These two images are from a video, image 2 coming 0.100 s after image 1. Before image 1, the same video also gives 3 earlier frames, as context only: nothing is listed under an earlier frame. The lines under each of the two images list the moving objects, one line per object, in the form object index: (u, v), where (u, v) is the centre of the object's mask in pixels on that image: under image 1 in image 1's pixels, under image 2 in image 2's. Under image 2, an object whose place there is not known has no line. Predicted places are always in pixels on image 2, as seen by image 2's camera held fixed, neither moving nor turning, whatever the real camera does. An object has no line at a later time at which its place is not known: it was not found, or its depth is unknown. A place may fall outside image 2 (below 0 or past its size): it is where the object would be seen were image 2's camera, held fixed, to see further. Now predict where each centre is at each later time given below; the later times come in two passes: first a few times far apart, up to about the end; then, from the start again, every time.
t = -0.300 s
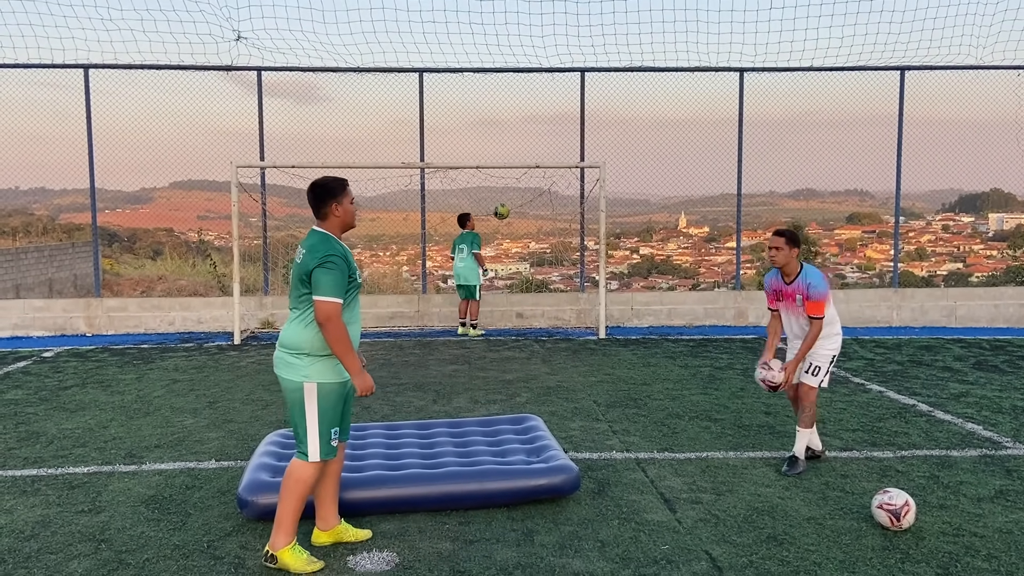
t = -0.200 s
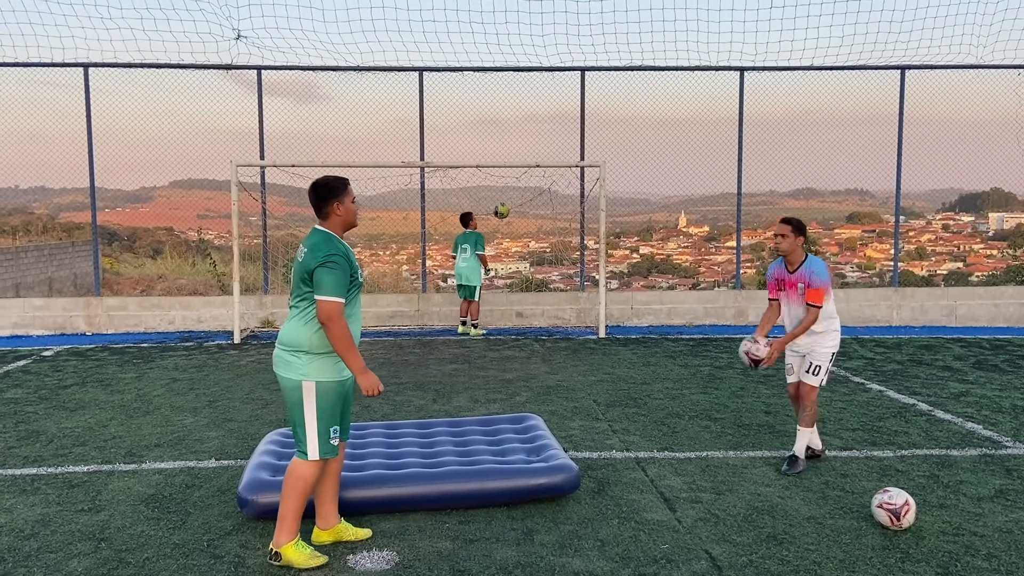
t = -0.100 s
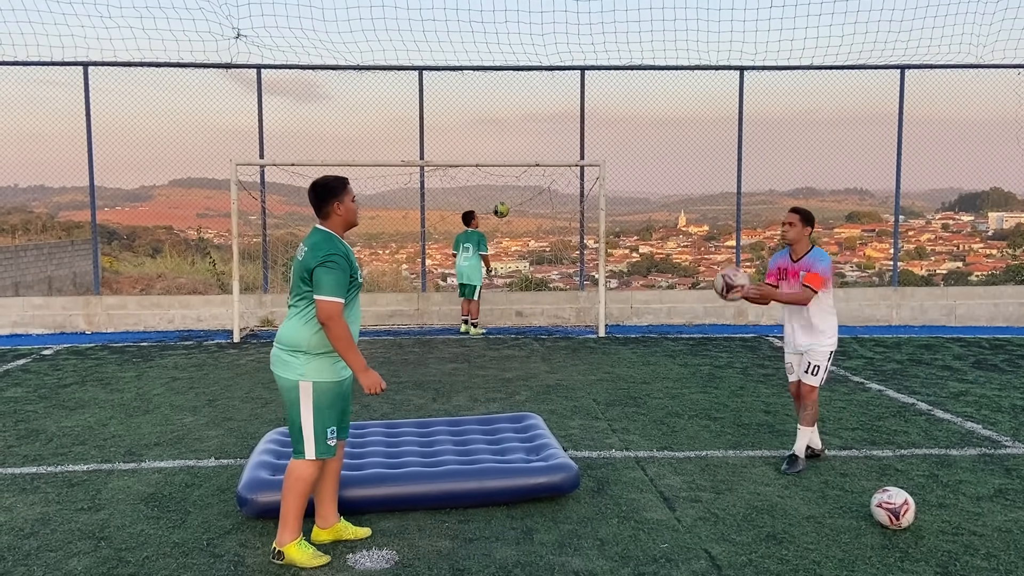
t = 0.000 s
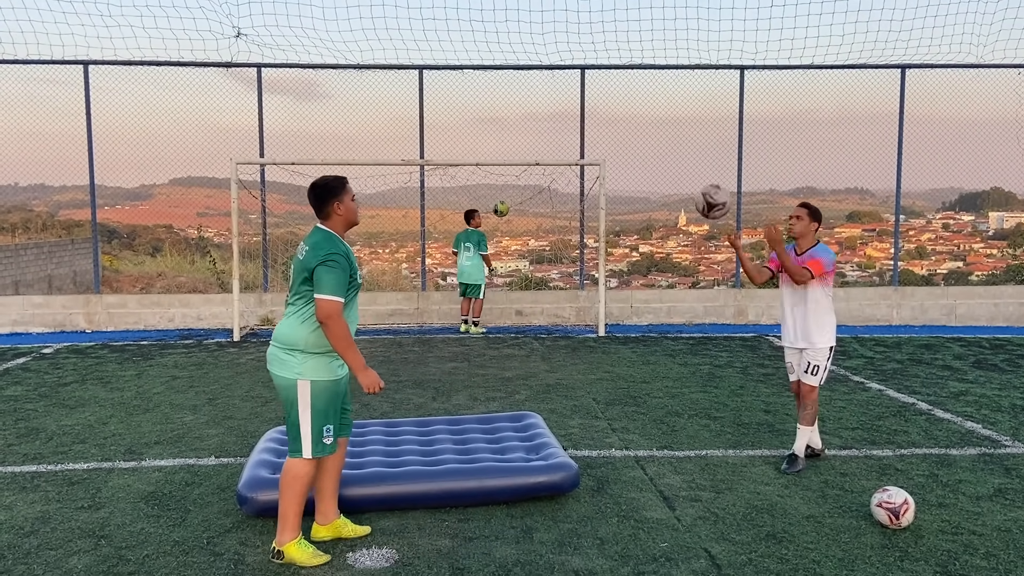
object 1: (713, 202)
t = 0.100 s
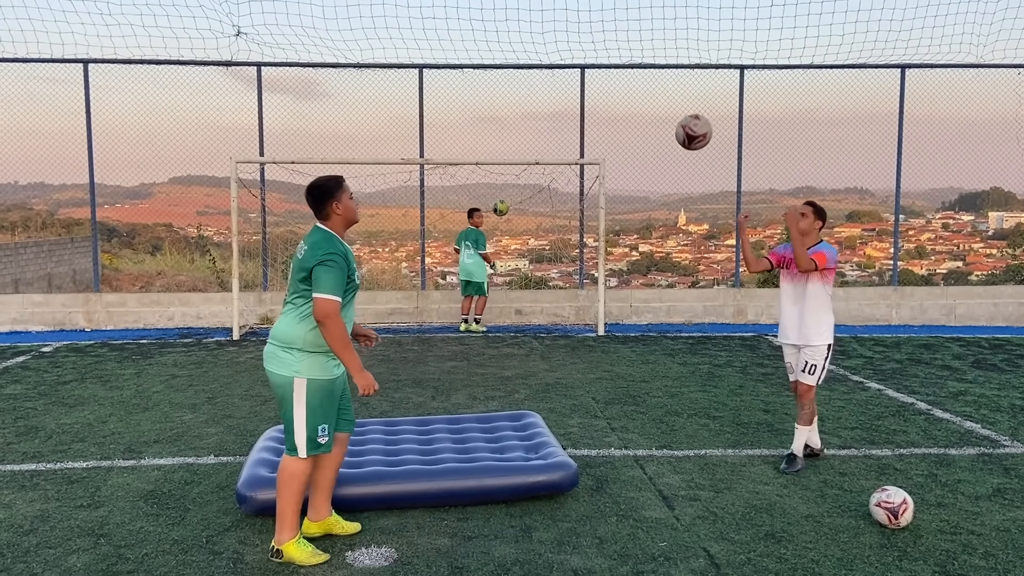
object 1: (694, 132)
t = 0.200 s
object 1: (673, 78)
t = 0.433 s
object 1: (621, 16)
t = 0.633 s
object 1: (572, 33)
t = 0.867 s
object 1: (514, 150)
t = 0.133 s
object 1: (687, 112)
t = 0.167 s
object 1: (680, 94)
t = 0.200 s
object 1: (673, 78)
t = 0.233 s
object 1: (666, 63)
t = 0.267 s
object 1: (659, 49)
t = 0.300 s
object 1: (652, 38)
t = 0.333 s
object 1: (644, 29)
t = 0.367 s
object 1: (637, 21)
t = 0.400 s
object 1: (629, 18)
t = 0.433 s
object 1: (621, 16)
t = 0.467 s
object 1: (614, 15)
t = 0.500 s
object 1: (606, 16)
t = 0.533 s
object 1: (597, 17)
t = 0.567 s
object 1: (589, 20)
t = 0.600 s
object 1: (581, 25)
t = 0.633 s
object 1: (572, 33)
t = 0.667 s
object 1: (564, 44)
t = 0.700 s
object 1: (556, 56)
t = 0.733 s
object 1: (547, 71)
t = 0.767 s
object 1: (539, 87)
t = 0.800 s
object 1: (531, 106)
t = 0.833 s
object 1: (522, 127)
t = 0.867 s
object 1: (514, 150)
